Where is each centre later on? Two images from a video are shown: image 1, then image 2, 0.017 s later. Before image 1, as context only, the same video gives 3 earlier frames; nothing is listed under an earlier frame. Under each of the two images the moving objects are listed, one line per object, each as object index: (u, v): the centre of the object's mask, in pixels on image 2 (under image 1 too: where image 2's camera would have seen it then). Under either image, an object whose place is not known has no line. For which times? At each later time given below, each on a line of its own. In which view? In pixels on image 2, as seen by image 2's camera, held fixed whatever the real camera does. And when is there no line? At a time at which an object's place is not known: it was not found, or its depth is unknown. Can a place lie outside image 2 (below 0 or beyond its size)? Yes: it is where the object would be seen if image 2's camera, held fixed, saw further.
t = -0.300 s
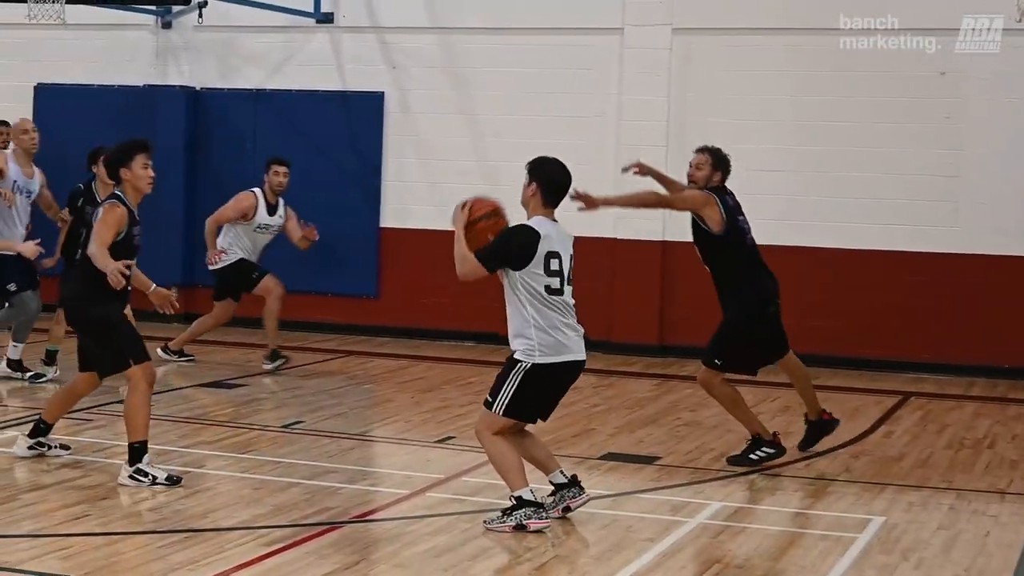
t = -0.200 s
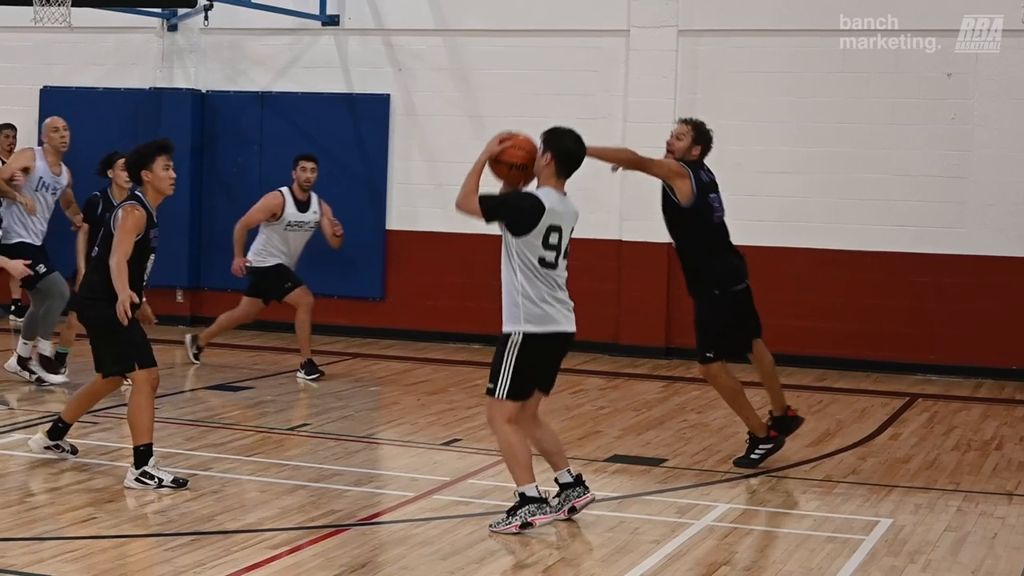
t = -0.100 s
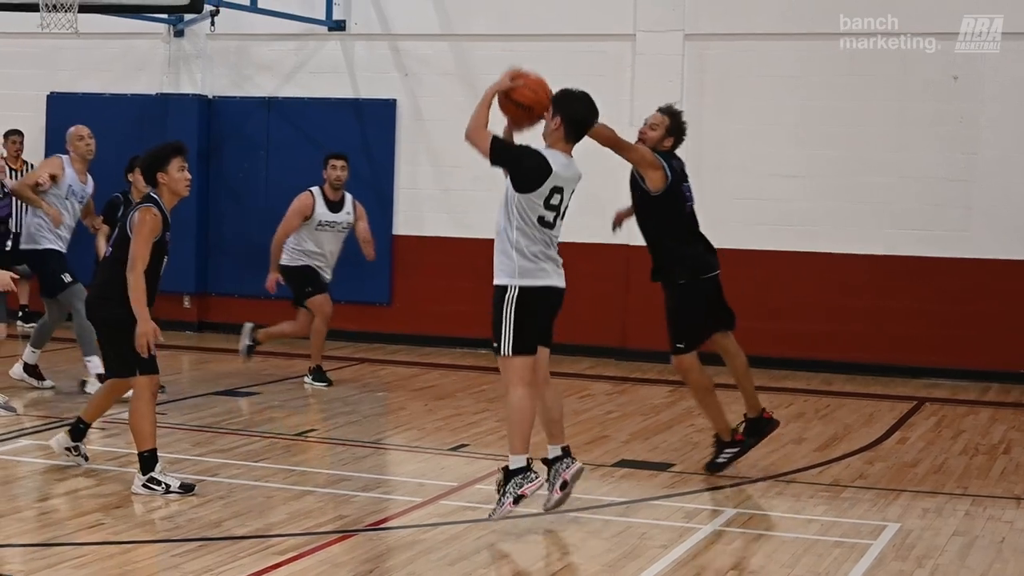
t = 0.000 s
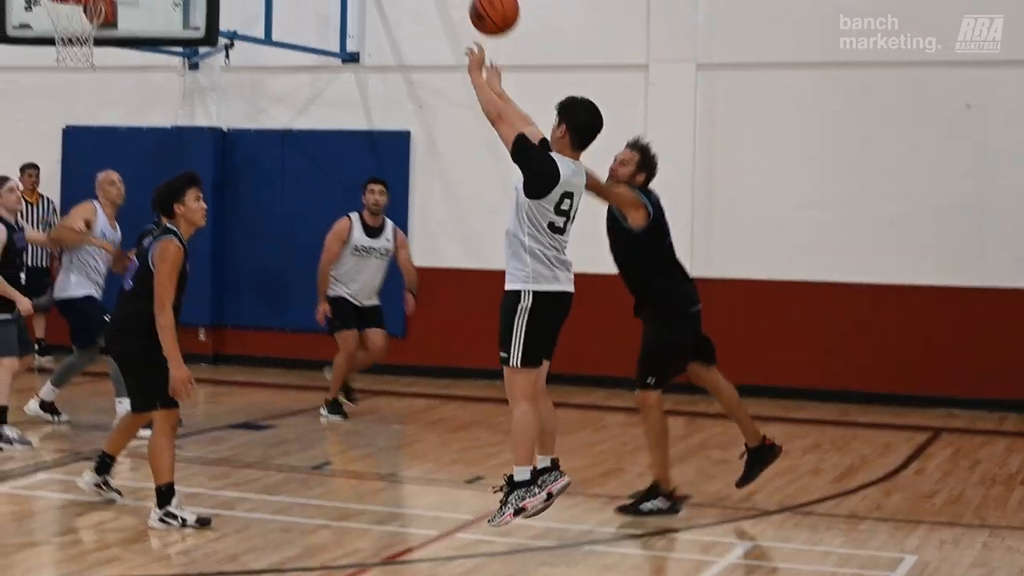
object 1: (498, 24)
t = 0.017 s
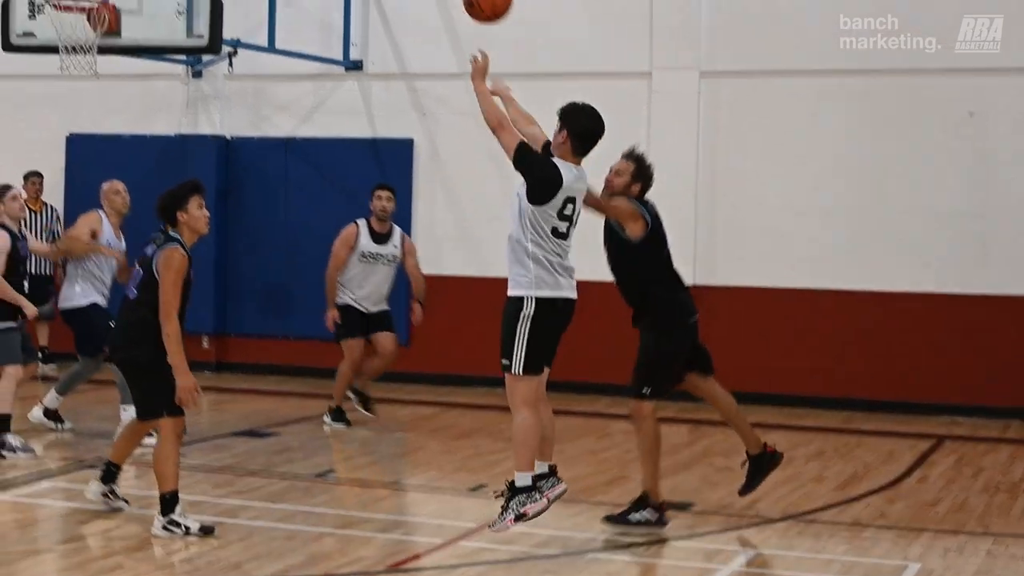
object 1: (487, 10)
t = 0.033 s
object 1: (476, -4)
